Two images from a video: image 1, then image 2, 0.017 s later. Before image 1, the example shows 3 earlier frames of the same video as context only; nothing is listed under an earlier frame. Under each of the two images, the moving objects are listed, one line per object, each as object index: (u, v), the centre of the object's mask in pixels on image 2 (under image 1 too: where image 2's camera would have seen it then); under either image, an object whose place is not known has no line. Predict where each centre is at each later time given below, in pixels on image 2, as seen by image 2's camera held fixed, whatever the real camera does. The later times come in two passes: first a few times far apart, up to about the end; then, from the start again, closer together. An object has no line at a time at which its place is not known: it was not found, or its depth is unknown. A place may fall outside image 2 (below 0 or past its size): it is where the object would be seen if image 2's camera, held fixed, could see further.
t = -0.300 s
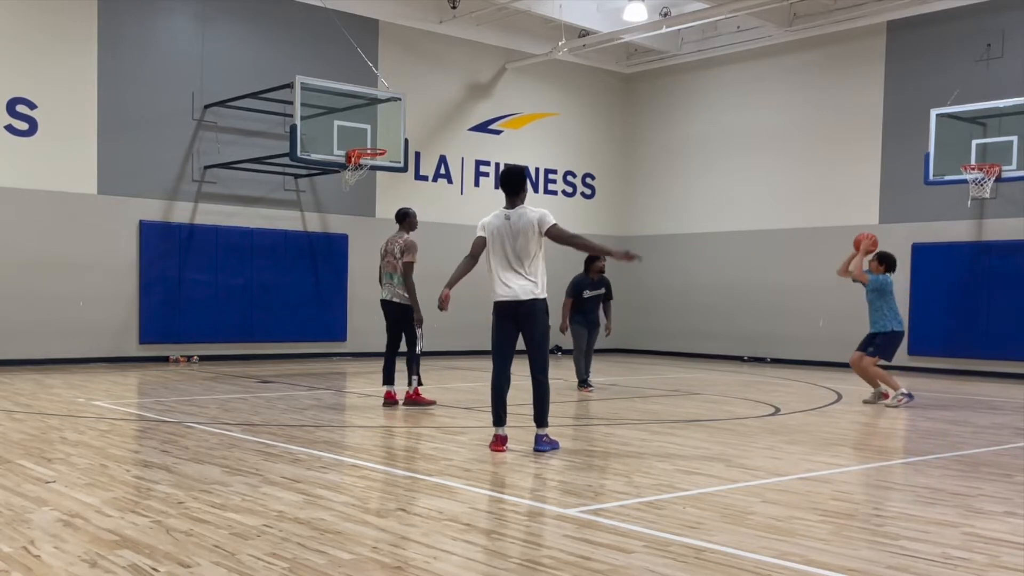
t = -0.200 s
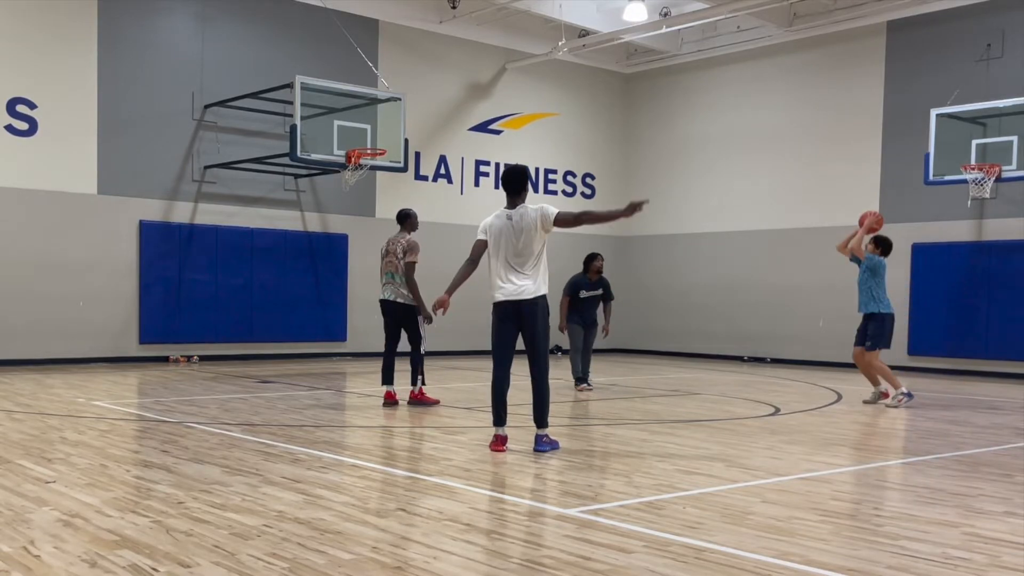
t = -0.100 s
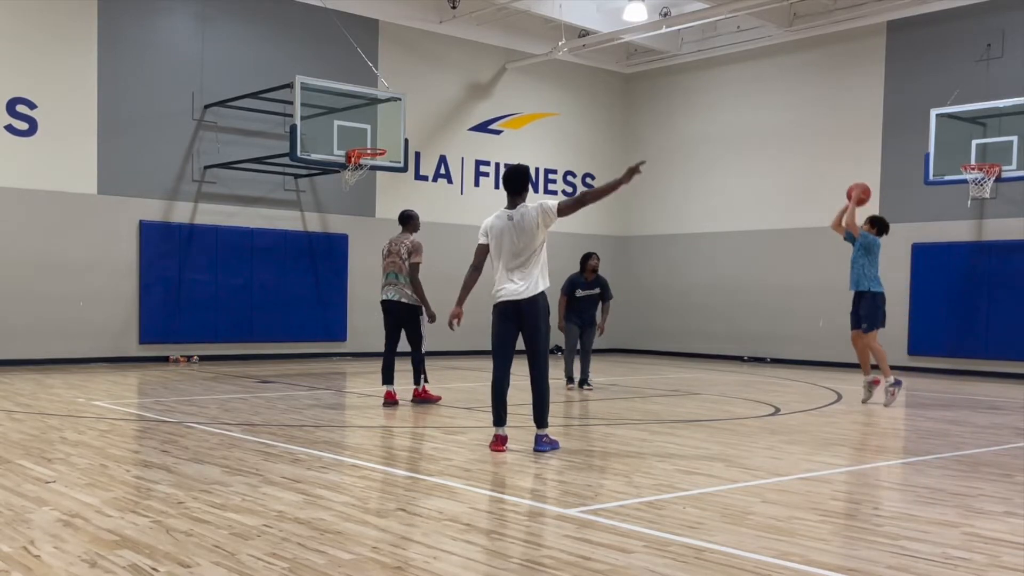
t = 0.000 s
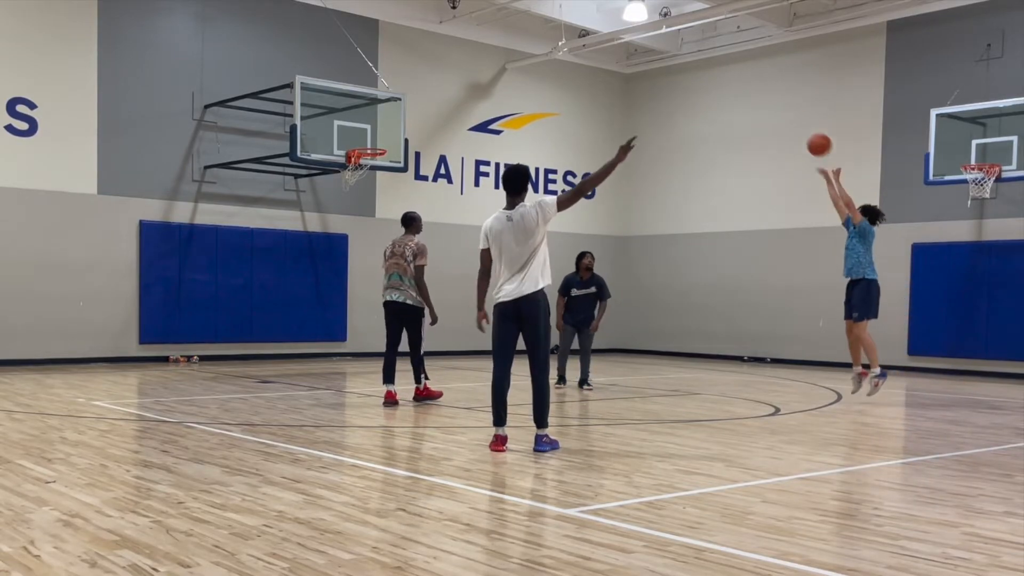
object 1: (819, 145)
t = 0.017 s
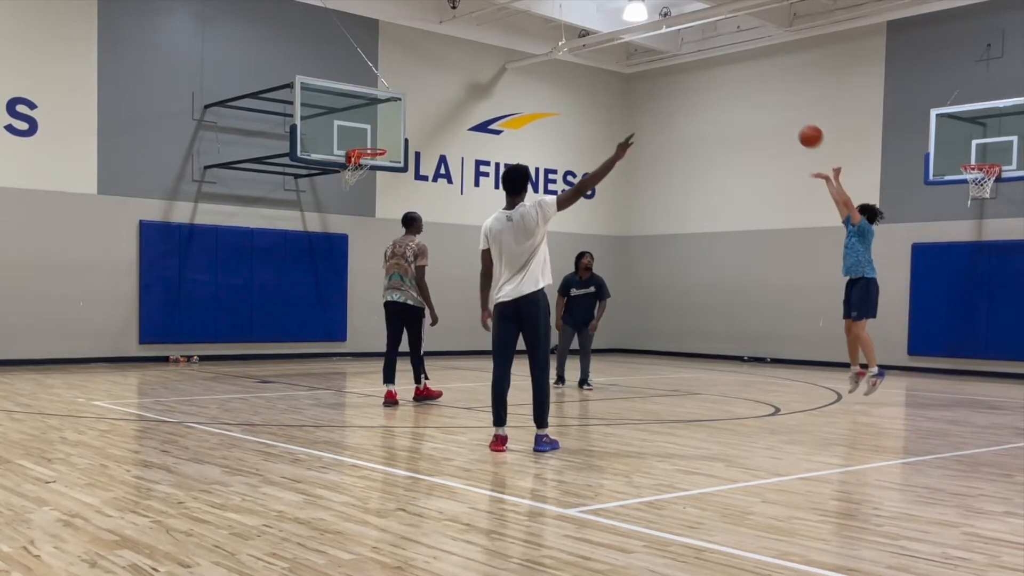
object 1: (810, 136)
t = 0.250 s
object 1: (698, 53)
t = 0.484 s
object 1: (597, 23)
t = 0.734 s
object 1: (501, 43)
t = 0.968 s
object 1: (420, 100)
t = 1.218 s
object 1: (347, 189)
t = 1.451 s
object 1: (300, 284)
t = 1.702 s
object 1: (267, 324)
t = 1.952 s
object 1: (256, 258)
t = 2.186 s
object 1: (244, 234)
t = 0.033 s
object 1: (802, 128)
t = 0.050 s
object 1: (794, 121)
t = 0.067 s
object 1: (785, 113)
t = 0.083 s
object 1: (777, 106)
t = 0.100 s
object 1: (769, 99)
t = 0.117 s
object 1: (761, 93)
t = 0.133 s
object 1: (753, 87)
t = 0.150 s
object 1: (745, 81)
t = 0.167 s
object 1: (737, 76)
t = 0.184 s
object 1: (729, 71)
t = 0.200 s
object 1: (722, 66)
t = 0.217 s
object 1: (713, 62)
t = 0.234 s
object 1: (706, 57)
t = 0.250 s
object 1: (698, 53)
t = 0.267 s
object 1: (691, 49)
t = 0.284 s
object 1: (683, 46)
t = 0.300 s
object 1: (676, 43)
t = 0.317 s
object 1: (668, 40)
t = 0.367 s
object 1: (646, 32)
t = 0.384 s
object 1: (640, 30)
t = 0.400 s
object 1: (632, 29)
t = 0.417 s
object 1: (625, 27)
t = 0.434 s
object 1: (618, 26)
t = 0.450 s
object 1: (611, 25)
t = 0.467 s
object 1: (604, 24)
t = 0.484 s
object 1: (597, 23)
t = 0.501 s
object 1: (590, 23)
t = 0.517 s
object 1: (584, 24)
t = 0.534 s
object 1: (577, 24)
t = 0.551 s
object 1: (570, 24)
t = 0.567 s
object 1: (564, 25)
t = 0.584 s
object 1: (557, 25)
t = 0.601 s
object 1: (551, 27)
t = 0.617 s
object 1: (544, 28)
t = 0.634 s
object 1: (538, 29)
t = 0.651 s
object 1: (532, 31)
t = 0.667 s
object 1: (525, 33)
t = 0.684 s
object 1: (519, 35)
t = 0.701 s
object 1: (513, 37)
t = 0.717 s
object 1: (506, 40)
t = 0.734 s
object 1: (501, 43)
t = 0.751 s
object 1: (495, 46)
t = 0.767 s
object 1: (488, 49)
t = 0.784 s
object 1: (483, 52)
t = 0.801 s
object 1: (477, 56)
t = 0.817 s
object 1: (471, 60)
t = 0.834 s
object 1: (465, 64)
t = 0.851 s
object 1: (459, 67)
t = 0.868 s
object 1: (453, 72)
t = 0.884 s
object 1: (447, 76)
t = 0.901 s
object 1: (442, 81)
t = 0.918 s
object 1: (436, 85)
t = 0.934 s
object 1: (431, 90)
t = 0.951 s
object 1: (425, 95)
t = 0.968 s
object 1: (420, 100)
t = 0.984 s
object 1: (414, 106)
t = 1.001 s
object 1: (409, 111)
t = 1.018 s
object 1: (403, 117)
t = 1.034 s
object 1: (398, 123)
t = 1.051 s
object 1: (393, 129)
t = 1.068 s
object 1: (387, 135)
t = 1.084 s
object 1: (383, 141)
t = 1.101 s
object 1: (378, 147)
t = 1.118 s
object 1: (371, 155)
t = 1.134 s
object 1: (366, 161)
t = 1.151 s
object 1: (362, 167)
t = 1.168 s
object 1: (358, 173)
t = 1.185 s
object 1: (354, 178)
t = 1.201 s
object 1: (350, 184)
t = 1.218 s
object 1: (347, 189)
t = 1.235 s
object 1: (343, 195)
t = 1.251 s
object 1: (340, 201)
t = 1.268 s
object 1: (337, 207)
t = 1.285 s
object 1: (333, 214)
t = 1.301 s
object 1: (330, 220)
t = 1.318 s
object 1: (327, 227)
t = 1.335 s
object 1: (324, 233)
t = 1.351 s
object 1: (320, 240)
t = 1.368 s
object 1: (317, 247)
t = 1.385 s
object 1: (314, 254)
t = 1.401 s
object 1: (311, 261)
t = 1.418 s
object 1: (307, 269)
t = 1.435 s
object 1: (304, 276)
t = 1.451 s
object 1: (300, 284)
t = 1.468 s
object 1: (297, 292)
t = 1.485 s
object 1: (294, 300)
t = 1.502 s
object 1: (291, 308)
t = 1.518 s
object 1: (287, 317)
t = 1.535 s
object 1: (284, 325)
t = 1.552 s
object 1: (281, 333)
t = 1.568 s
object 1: (278, 342)
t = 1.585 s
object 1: (274, 351)
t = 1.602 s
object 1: (272, 360)
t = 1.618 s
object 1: (271, 356)
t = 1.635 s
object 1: (270, 349)
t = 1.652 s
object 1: (269, 342)
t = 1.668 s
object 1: (268, 336)
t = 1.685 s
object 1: (268, 330)
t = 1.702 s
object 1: (267, 324)
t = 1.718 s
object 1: (266, 318)
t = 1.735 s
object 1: (266, 313)
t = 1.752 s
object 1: (265, 307)
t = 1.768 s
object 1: (264, 302)
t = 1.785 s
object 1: (264, 298)
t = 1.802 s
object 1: (263, 292)
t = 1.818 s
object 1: (262, 288)
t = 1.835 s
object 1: (261, 283)
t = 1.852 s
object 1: (260, 279)
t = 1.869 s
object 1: (260, 275)
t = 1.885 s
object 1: (259, 271)
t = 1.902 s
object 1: (258, 268)
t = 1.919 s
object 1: (257, 264)
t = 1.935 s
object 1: (257, 261)
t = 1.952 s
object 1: (256, 258)
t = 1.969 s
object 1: (255, 255)
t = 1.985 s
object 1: (254, 252)
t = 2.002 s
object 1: (253, 249)
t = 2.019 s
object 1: (252, 247)
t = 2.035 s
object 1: (252, 245)
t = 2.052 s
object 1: (251, 243)
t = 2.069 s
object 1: (250, 241)
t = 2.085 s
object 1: (249, 240)
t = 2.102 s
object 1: (248, 238)
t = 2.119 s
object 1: (248, 237)
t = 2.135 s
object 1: (247, 236)
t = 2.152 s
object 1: (246, 235)
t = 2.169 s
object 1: (245, 235)
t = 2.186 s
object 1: (244, 234)
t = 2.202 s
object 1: (244, 234)
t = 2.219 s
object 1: (243, 234)
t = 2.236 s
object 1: (242, 234)
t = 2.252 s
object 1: (241, 235)
